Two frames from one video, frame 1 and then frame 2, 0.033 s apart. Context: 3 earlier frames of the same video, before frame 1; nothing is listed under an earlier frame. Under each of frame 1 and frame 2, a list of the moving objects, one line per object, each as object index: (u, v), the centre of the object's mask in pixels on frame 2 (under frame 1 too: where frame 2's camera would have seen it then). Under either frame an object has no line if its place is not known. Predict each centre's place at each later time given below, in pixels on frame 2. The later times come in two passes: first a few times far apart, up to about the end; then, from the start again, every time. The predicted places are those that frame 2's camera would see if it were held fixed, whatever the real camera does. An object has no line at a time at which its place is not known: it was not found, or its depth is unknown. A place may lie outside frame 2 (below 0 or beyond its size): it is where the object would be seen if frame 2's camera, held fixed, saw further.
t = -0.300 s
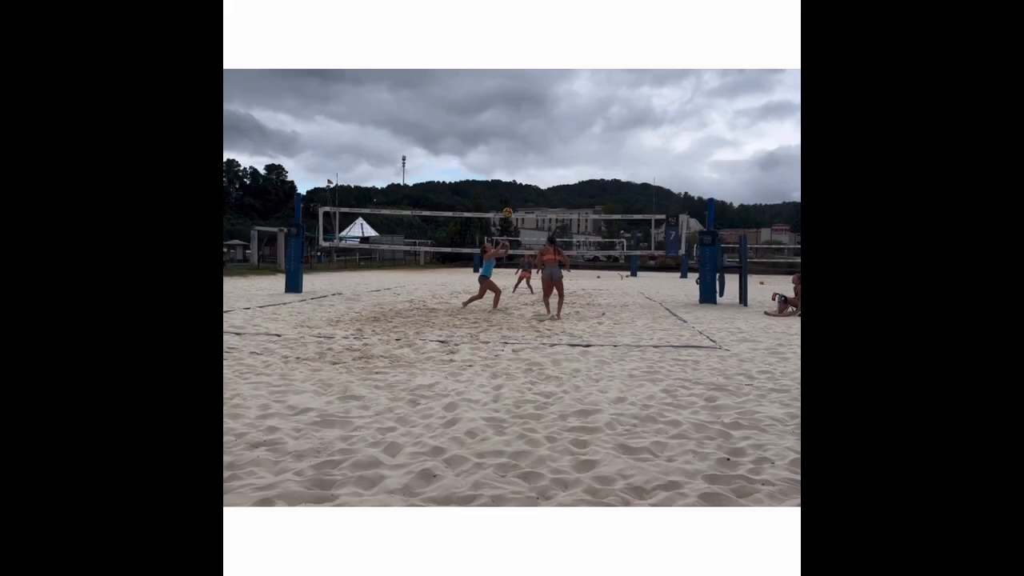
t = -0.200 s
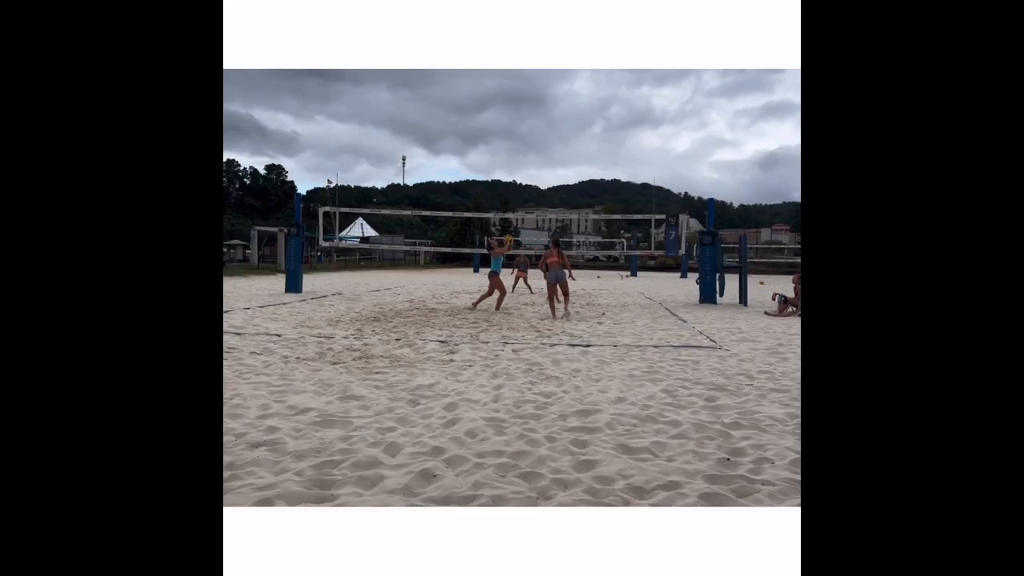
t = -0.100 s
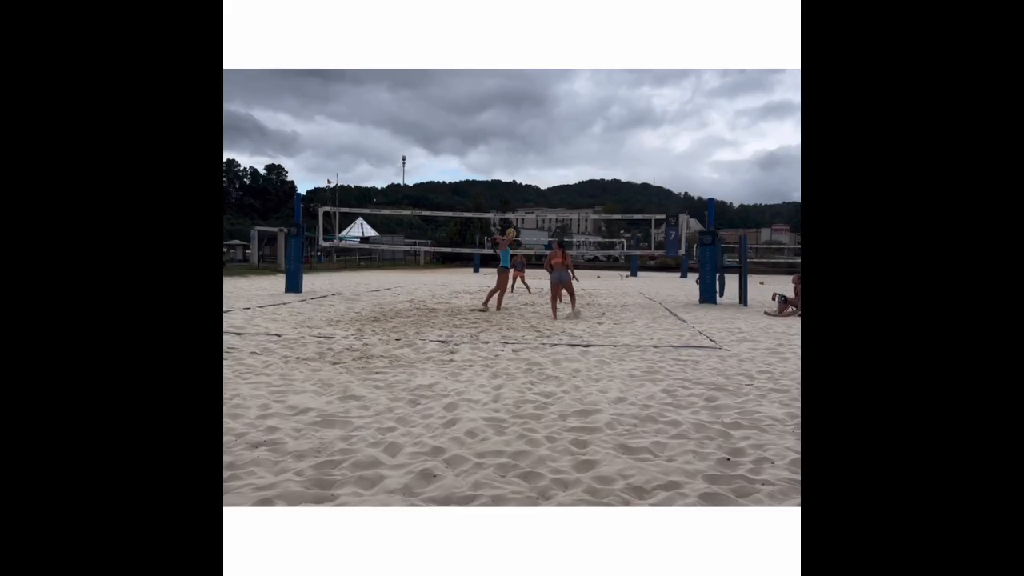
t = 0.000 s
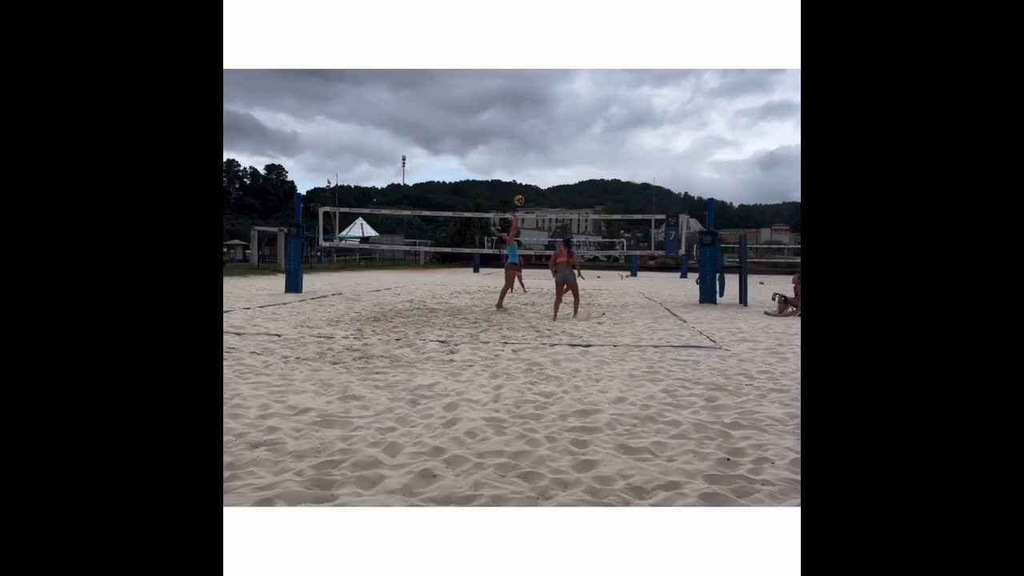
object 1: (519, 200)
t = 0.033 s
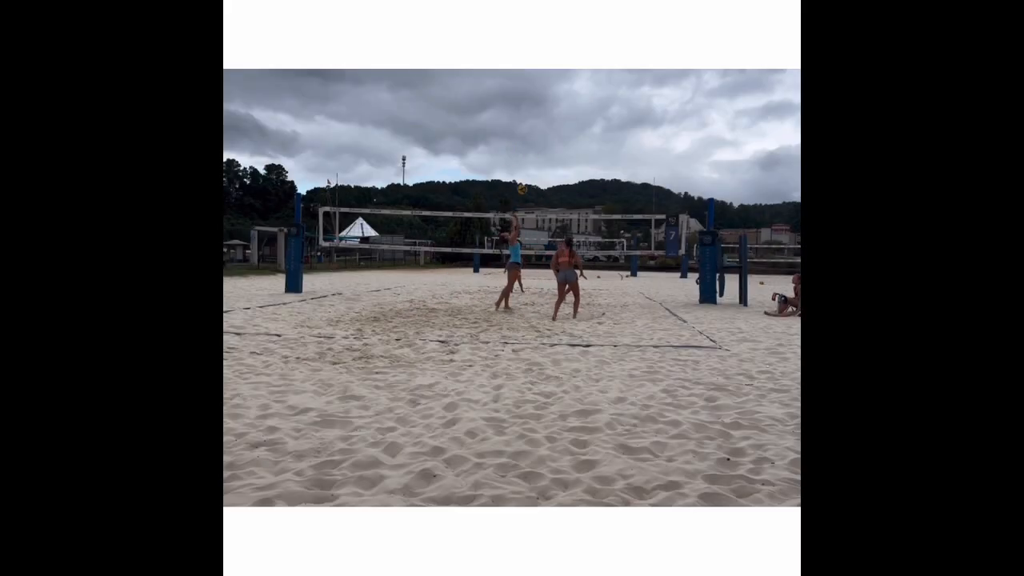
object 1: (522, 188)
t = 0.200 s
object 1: (535, 143)
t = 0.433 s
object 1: (554, 104)
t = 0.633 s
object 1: (569, 92)
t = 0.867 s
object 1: (586, 100)
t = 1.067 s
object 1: (601, 126)
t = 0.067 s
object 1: (524, 179)
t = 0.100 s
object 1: (527, 169)
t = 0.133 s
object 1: (530, 160)
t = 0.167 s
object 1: (533, 151)
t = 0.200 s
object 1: (535, 143)
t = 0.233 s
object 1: (538, 136)
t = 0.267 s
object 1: (541, 129)
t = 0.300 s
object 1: (544, 123)
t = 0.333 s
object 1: (546, 117)
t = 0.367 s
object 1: (549, 112)
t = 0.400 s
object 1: (551, 108)
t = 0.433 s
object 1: (554, 104)
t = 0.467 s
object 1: (557, 101)
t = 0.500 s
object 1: (559, 98)
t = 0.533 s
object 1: (562, 95)
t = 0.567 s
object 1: (564, 94)
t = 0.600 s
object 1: (567, 92)
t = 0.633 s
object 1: (569, 92)
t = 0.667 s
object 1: (572, 91)
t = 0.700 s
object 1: (574, 92)
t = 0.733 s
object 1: (577, 92)
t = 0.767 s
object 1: (579, 94)
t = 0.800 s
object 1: (581, 95)
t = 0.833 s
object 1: (584, 98)
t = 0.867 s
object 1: (586, 100)
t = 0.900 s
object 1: (589, 103)
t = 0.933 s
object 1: (591, 107)
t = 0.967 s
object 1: (594, 111)
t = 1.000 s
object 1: (596, 116)
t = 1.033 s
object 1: (598, 120)
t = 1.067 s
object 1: (601, 126)
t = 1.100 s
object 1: (603, 132)
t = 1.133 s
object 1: (605, 138)
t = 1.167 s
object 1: (608, 144)
